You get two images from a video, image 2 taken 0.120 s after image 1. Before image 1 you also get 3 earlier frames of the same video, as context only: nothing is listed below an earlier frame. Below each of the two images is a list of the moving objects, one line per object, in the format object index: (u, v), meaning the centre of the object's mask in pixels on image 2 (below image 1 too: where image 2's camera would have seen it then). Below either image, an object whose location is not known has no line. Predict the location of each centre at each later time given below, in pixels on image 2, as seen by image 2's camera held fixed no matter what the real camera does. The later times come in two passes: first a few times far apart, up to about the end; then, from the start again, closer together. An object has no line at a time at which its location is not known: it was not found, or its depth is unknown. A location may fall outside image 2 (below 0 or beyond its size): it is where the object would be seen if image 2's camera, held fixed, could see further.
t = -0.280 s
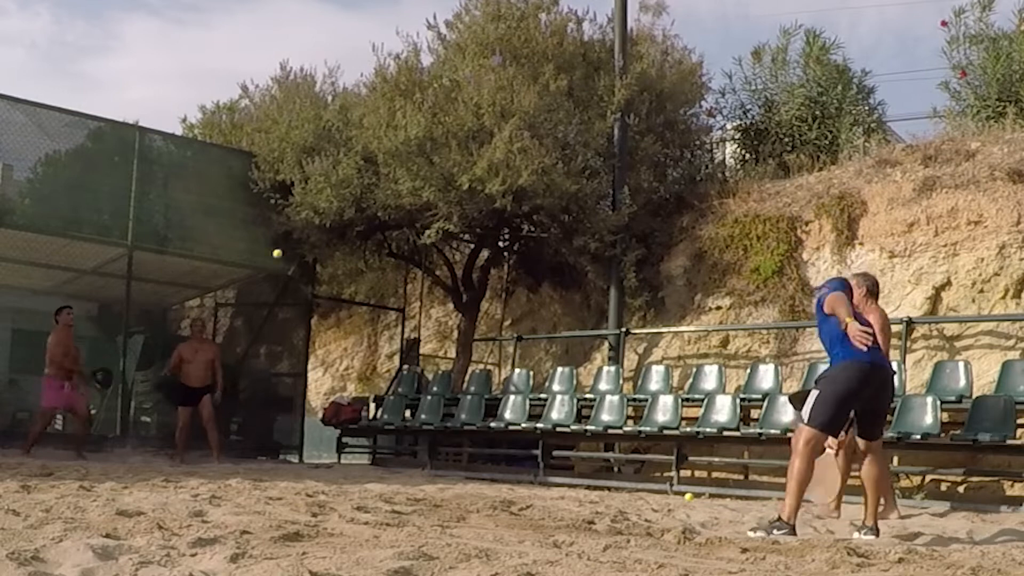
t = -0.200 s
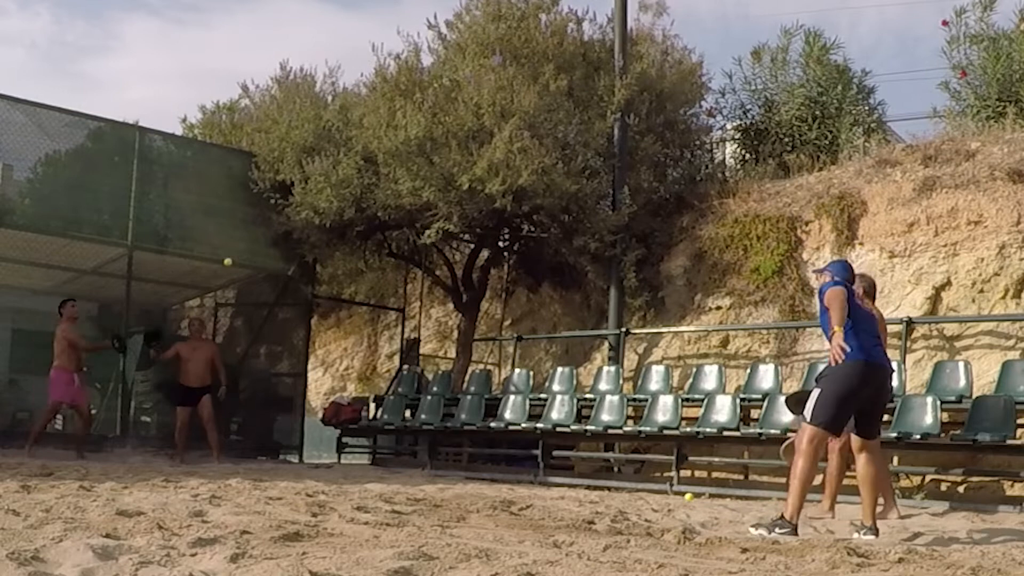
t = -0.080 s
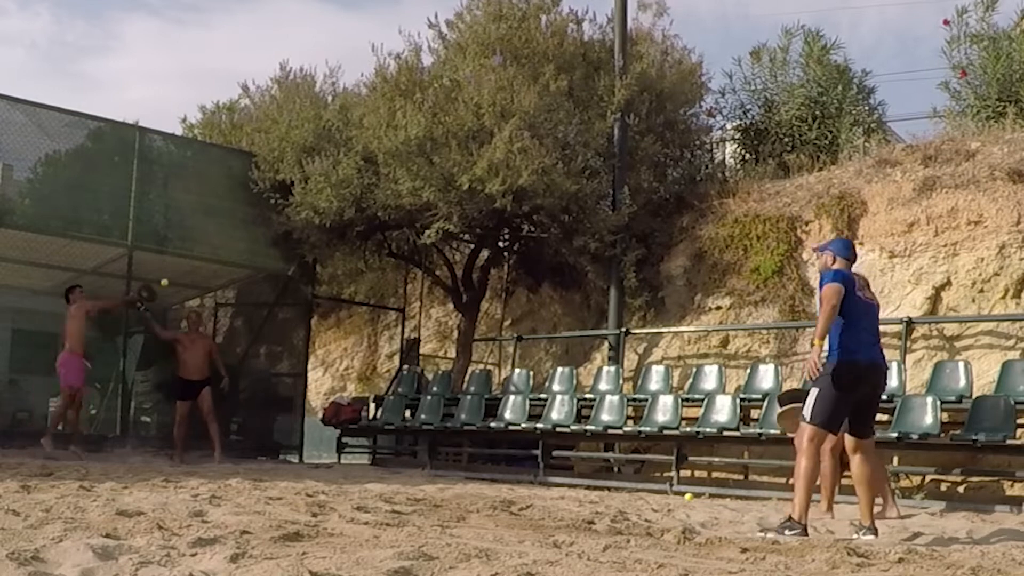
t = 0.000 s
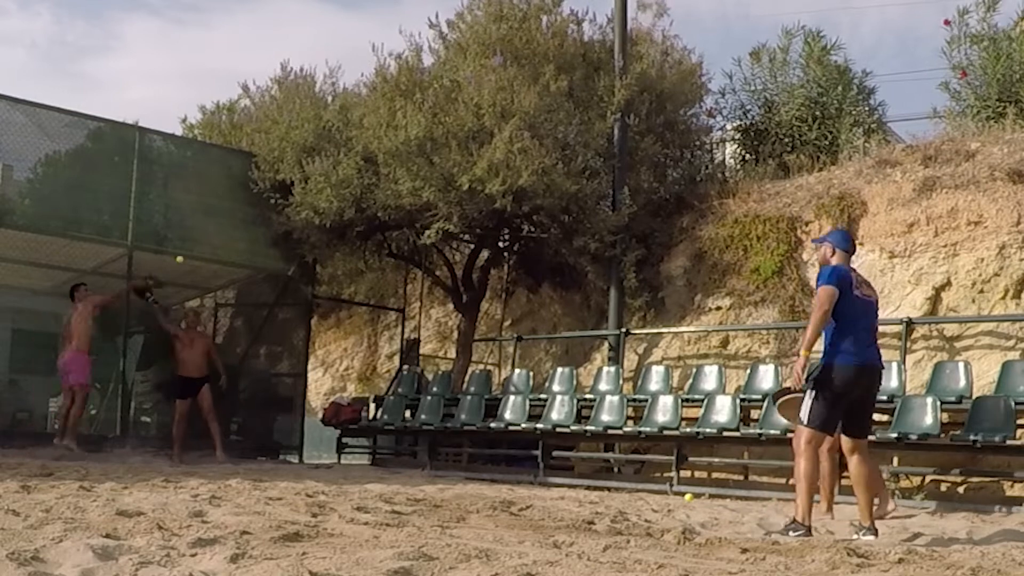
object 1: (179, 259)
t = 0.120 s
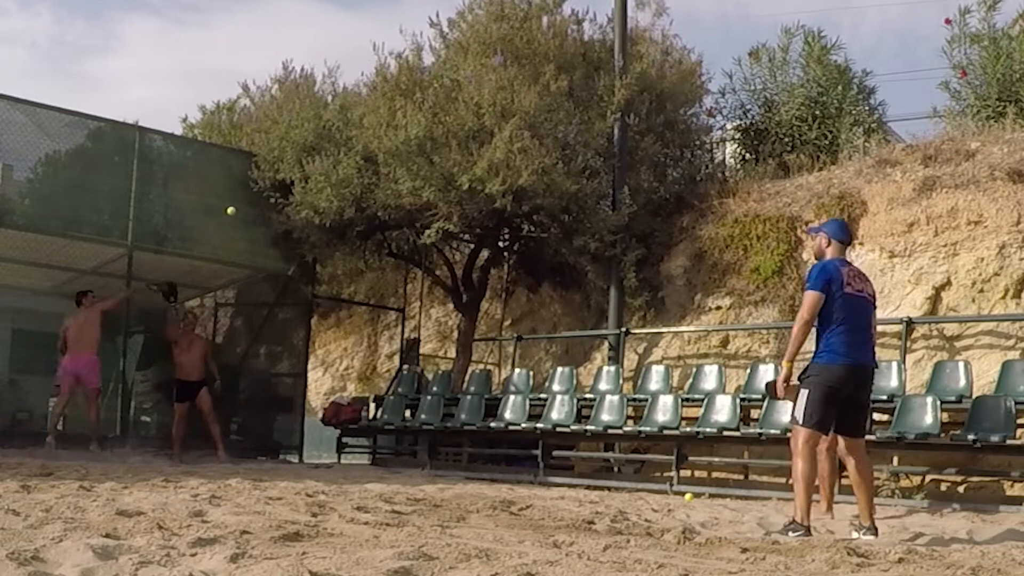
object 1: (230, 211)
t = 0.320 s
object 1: (326, 154)
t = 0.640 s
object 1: (515, 145)
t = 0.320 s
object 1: (326, 154)
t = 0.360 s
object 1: (347, 147)
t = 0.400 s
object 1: (368, 141)
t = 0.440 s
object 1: (390, 136)
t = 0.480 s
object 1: (413, 134)
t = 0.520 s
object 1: (438, 134)
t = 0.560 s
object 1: (463, 136)
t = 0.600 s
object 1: (488, 139)
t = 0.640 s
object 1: (515, 145)
